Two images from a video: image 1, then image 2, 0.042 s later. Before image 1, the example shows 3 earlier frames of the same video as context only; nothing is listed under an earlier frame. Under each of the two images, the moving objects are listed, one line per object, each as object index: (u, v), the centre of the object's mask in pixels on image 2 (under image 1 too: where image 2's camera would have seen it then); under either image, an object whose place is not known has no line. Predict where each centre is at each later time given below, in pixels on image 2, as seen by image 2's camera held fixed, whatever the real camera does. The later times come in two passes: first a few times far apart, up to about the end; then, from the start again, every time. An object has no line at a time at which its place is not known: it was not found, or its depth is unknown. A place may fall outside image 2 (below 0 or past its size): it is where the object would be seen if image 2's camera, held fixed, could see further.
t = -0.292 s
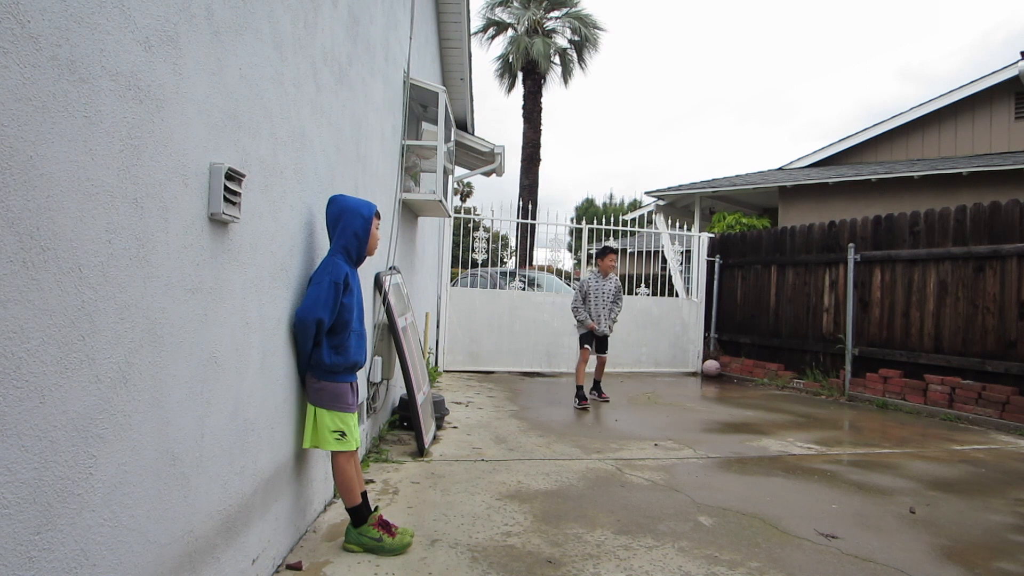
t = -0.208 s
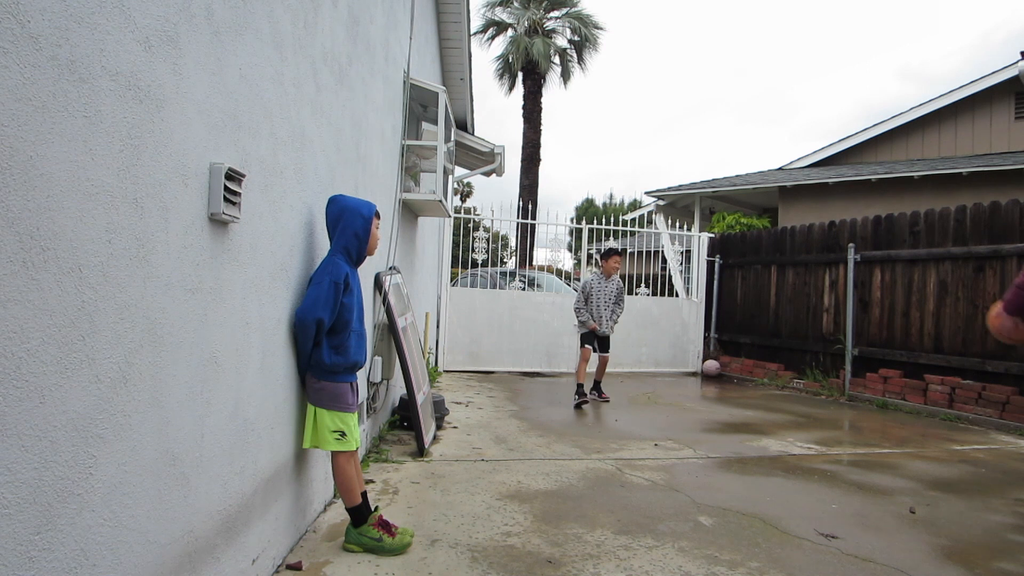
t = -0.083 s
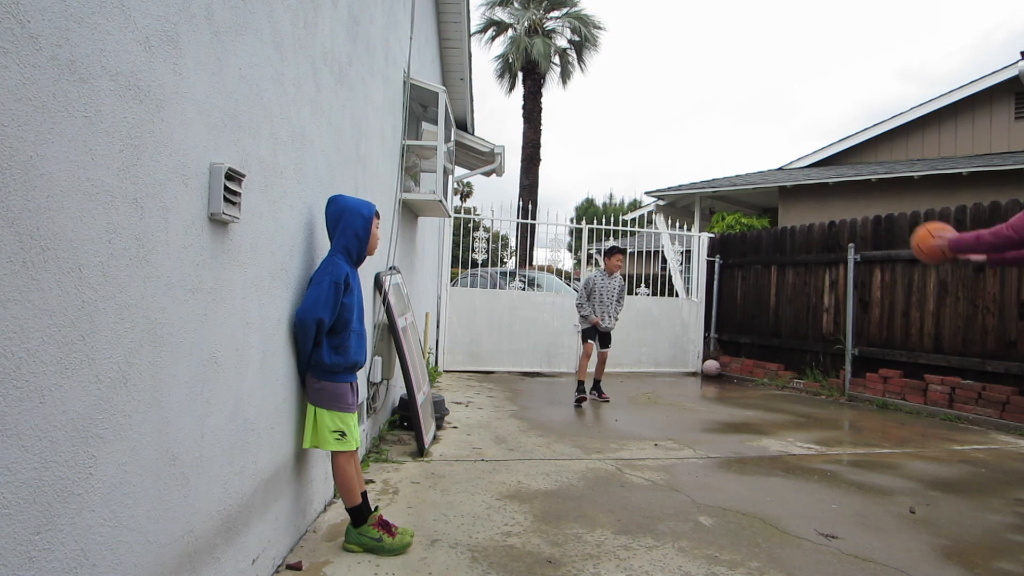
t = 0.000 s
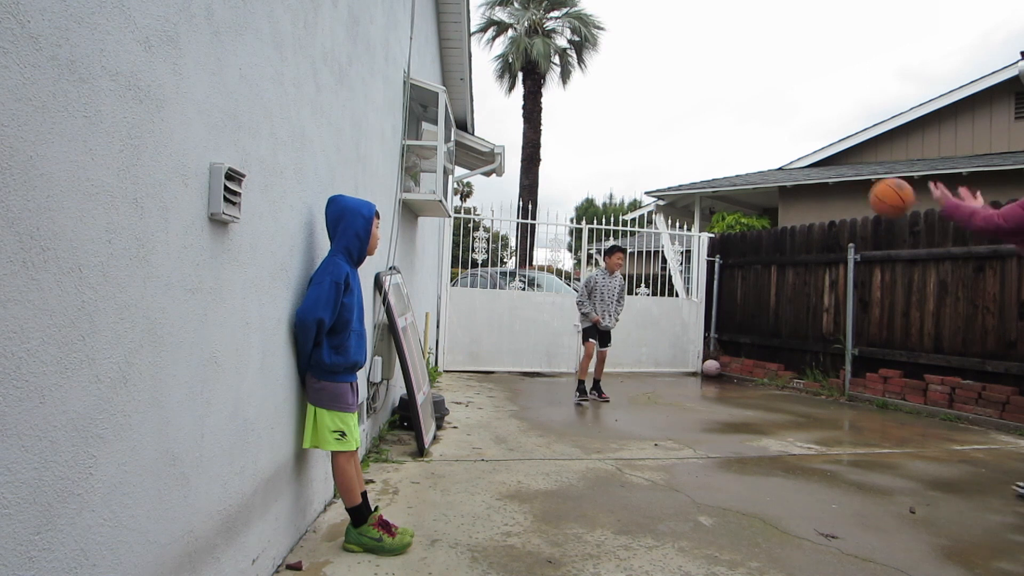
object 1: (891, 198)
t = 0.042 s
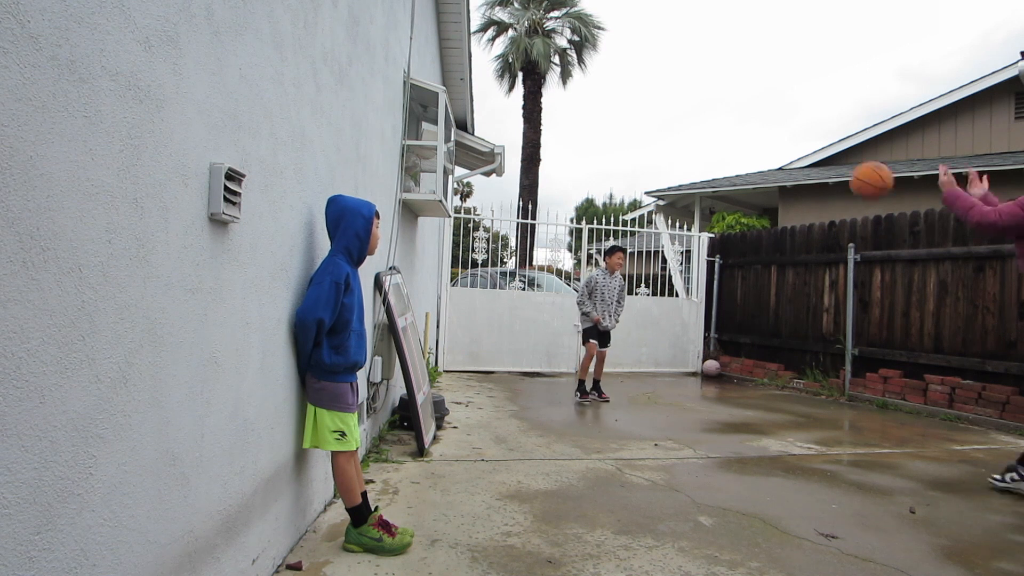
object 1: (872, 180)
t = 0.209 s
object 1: (799, 147)
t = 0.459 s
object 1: (714, 173)
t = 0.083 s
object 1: (852, 168)
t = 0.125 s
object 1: (834, 158)
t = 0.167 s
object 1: (816, 151)
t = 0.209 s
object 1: (799, 147)
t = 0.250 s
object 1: (784, 146)
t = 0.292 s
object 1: (768, 147)
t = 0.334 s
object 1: (754, 150)
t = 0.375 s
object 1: (740, 156)
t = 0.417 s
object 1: (727, 163)
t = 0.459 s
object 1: (714, 173)
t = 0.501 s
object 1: (702, 184)
